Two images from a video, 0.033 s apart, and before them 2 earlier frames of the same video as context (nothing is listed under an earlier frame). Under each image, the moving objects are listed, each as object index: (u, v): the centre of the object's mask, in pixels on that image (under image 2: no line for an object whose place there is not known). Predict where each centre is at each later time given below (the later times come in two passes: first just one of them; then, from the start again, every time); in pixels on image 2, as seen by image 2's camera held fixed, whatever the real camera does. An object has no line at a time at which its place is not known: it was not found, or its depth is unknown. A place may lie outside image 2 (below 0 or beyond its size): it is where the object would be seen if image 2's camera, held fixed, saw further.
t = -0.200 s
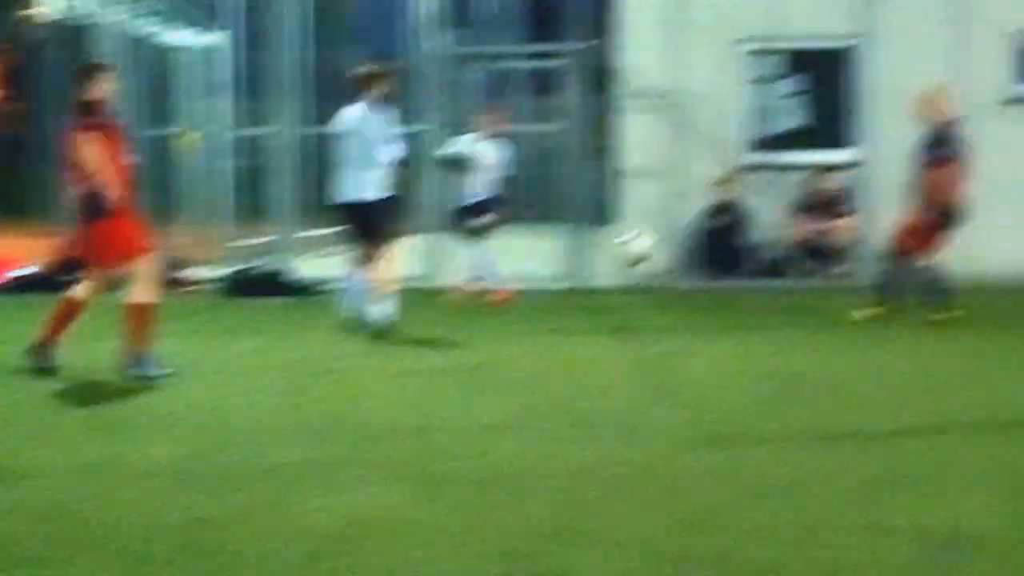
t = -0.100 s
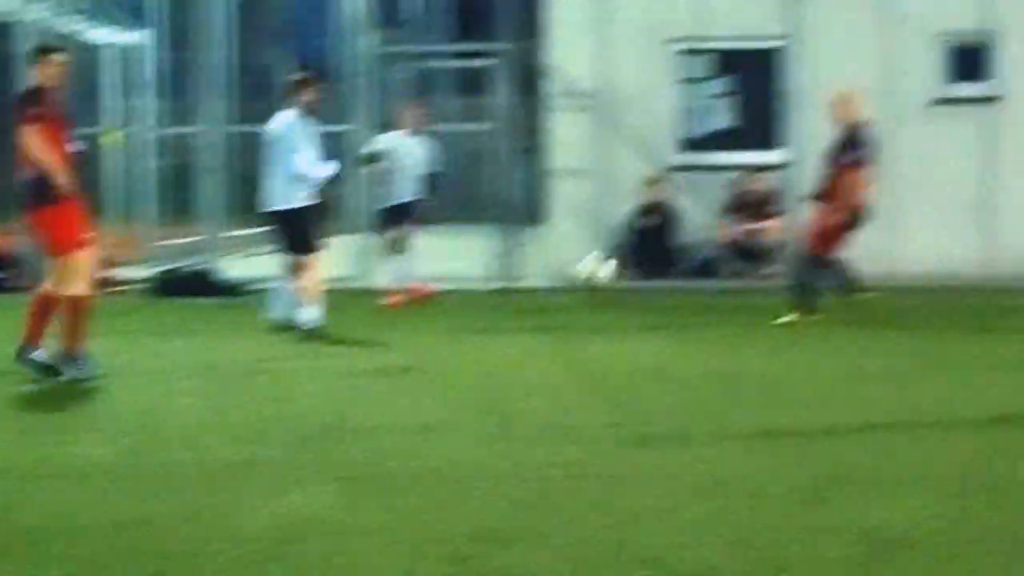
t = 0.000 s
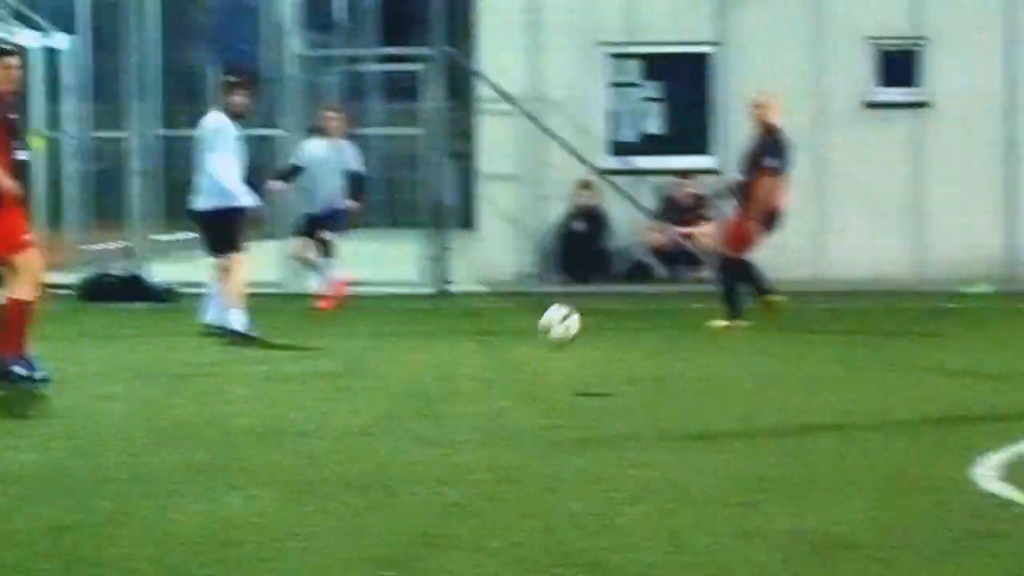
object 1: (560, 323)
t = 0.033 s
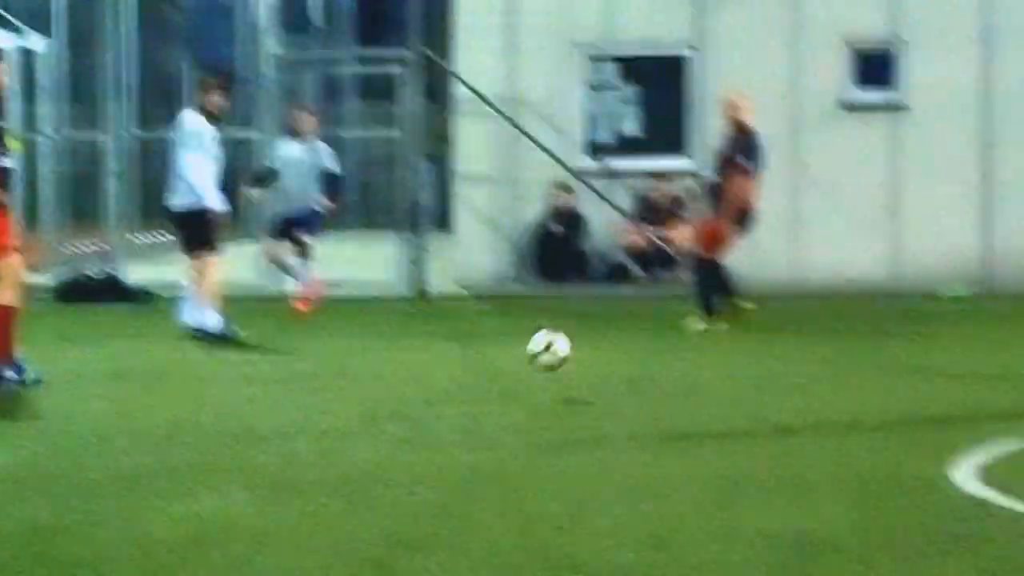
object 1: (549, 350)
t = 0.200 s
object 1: (595, 348)
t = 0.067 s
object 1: (558, 376)
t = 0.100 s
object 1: (571, 386)
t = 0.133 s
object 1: (578, 368)
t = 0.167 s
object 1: (586, 357)
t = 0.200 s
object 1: (595, 348)
